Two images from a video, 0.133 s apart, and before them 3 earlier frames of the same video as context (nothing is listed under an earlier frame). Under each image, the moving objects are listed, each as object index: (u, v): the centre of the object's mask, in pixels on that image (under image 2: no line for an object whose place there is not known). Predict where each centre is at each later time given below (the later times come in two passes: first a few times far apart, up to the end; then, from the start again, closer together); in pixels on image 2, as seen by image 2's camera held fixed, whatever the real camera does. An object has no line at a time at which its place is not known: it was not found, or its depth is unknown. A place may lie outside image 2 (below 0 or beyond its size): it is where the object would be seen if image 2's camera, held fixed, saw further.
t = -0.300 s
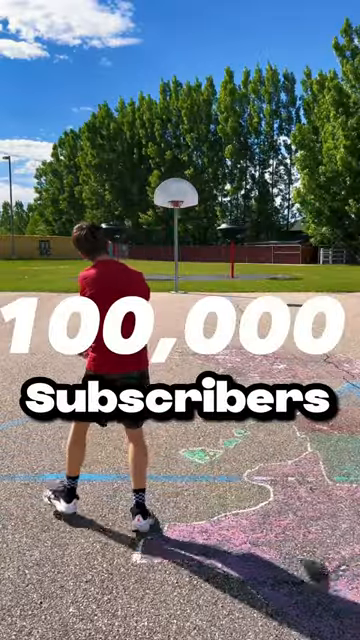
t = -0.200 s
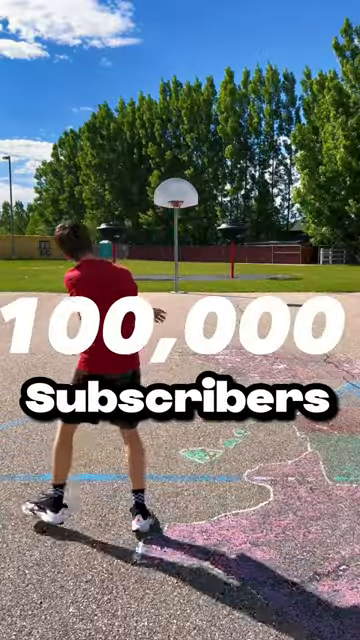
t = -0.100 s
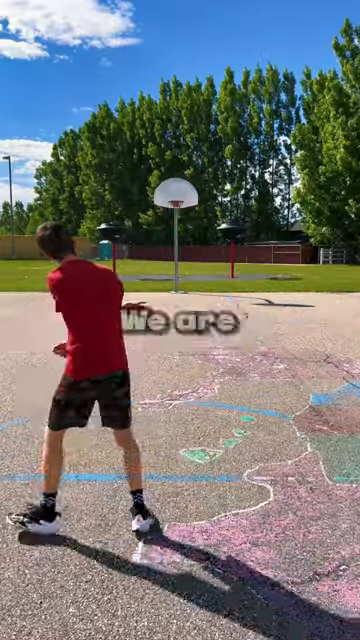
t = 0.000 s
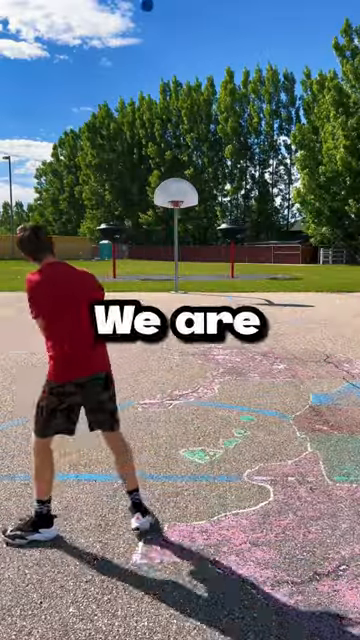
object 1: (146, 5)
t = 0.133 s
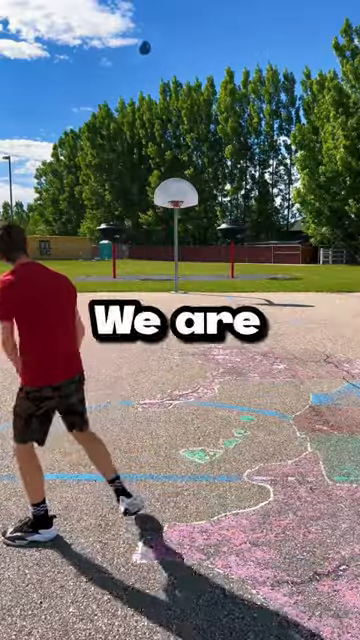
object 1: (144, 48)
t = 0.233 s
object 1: (143, 82)
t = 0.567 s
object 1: (137, 200)
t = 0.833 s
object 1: (132, 295)
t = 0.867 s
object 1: (132, 297)
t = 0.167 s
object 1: (144, 59)
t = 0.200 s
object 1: (143, 70)
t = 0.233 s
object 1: (143, 82)
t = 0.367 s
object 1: (140, 129)
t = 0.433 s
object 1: (139, 152)
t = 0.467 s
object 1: (140, 164)
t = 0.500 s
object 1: (139, 176)
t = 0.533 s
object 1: (138, 188)
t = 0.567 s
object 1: (137, 200)
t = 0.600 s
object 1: (137, 212)
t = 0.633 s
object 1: (136, 223)
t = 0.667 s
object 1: (135, 236)
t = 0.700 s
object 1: (135, 248)
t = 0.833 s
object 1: (132, 295)
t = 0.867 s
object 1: (132, 297)
